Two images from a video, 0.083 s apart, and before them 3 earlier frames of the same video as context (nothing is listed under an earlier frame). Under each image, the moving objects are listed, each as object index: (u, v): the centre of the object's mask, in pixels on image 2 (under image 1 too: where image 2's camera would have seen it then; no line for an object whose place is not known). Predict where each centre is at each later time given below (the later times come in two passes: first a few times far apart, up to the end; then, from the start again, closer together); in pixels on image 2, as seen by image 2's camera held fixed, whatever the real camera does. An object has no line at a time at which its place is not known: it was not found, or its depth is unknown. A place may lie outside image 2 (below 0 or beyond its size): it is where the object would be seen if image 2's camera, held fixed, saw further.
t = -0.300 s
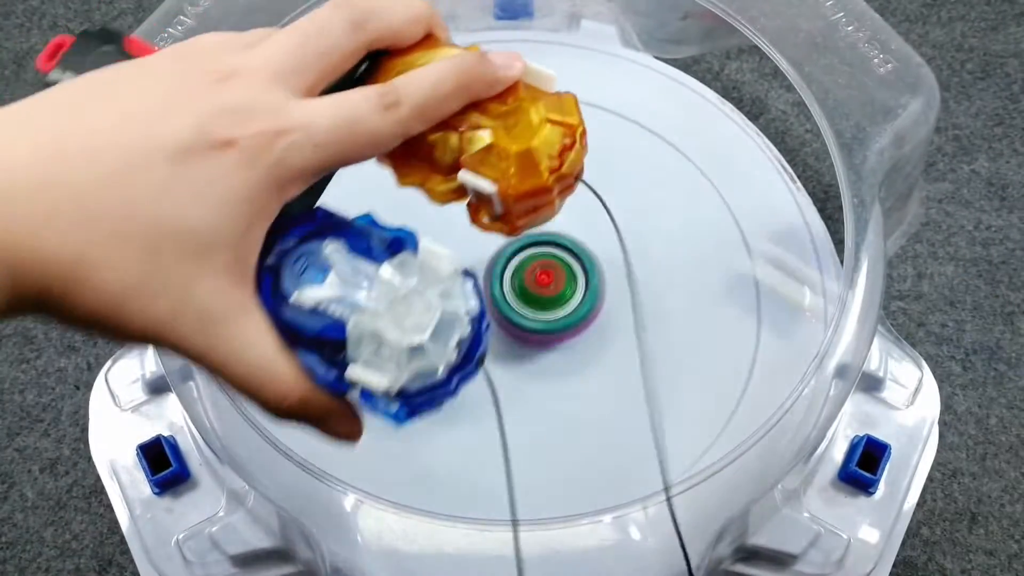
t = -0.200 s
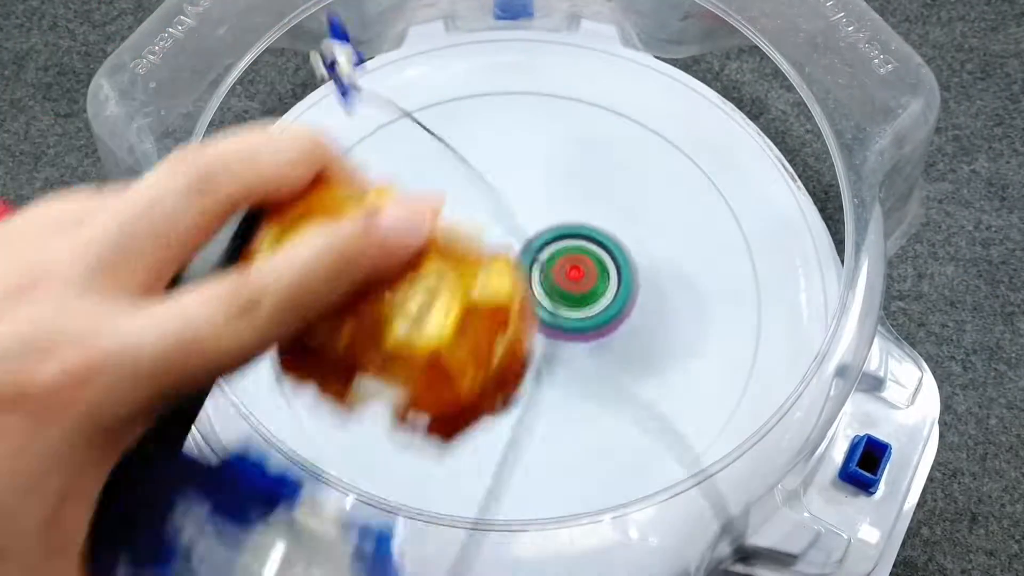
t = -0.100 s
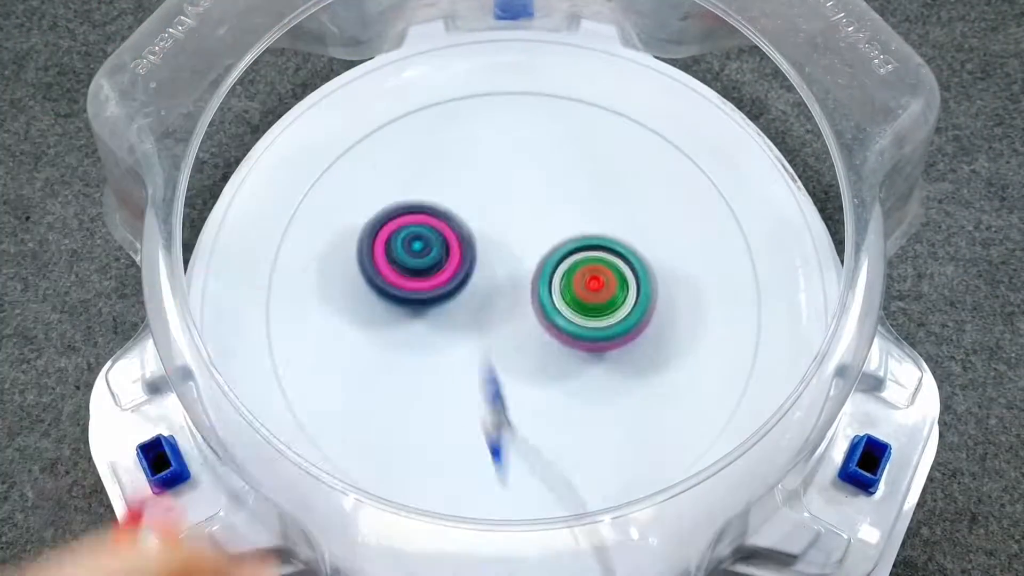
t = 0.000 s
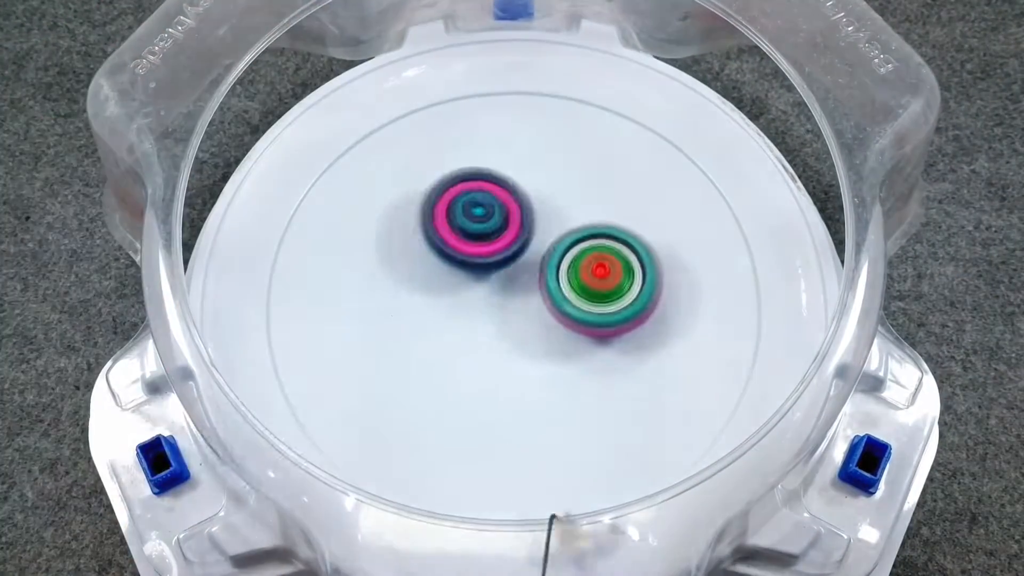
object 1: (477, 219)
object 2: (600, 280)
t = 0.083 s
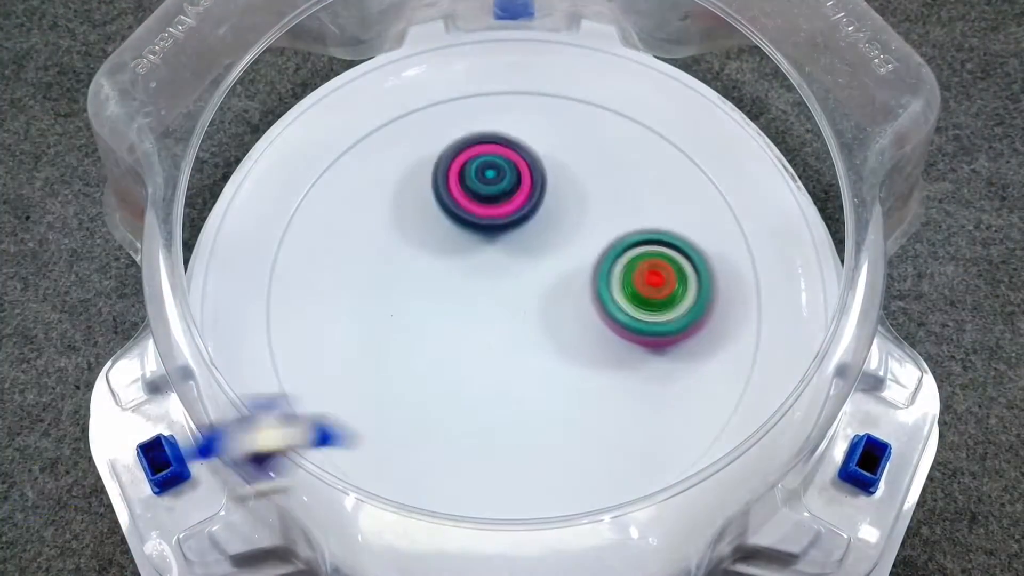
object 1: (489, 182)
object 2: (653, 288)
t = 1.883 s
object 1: (490, 231)
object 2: (513, 397)
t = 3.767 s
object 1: (415, 310)
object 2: (301, 139)
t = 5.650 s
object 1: (489, 253)
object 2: (615, 138)
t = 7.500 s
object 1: (491, 269)
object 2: (642, 369)
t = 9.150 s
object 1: (520, 299)
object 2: (380, 304)
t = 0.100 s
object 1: (489, 174)
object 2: (666, 290)
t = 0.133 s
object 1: (490, 164)
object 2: (687, 291)
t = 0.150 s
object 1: (492, 162)
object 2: (696, 291)
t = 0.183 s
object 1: (500, 161)
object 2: (708, 284)
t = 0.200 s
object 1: (506, 162)
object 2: (712, 279)
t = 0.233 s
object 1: (521, 169)
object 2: (717, 267)
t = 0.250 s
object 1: (530, 175)
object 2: (718, 260)
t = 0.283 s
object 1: (550, 191)
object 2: (717, 243)
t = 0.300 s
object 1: (560, 201)
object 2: (714, 235)
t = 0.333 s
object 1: (581, 227)
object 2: (706, 218)
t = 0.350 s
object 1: (588, 244)
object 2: (703, 208)
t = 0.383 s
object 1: (584, 282)
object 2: (706, 184)
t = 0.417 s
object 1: (574, 324)
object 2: (700, 162)
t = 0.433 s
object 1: (566, 344)
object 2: (692, 154)
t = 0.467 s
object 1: (544, 383)
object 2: (669, 141)
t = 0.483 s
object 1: (530, 401)
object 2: (657, 136)
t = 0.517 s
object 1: (498, 430)
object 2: (632, 127)
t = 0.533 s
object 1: (480, 441)
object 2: (619, 124)
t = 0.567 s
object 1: (443, 455)
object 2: (592, 120)
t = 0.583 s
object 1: (424, 456)
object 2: (579, 119)
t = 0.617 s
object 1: (387, 453)
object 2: (550, 123)
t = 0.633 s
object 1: (372, 448)
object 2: (537, 126)
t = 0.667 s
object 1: (344, 426)
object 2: (509, 138)
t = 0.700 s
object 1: (323, 407)
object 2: (484, 155)
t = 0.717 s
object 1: (314, 391)
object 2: (471, 165)
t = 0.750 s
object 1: (303, 359)
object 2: (451, 189)
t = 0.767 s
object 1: (300, 342)
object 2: (441, 204)
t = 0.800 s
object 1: (301, 306)
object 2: (427, 235)
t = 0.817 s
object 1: (304, 288)
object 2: (422, 253)
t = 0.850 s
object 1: (307, 250)
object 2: (424, 289)
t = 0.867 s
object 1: (308, 233)
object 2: (428, 307)
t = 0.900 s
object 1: (316, 198)
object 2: (440, 344)
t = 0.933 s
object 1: (333, 169)
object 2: (458, 378)
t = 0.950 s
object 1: (345, 156)
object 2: (471, 394)
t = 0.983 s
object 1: (372, 132)
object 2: (501, 421)
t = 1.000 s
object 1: (390, 123)
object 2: (519, 433)
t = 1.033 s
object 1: (428, 109)
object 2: (559, 450)
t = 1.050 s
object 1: (449, 104)
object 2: (579, 453)
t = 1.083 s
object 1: (496, 100)
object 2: (622, 452)
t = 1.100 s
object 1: (520, 101)
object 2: (643, 449)
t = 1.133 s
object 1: (569, 110)
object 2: (690, 448)
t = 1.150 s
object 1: (592, 118)
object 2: (706, 437)
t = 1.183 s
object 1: (639, 140)
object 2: (740, 422)
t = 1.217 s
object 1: (682, 172)
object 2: (758, 401)
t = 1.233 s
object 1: (700, 192)
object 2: (759, 386)
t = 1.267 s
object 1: (733, 239)
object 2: (760, 359)
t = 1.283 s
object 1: (743, 249)
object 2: (761, 368)
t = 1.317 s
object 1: (741, 209)
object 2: (732, 428)
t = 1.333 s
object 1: (735, 193)
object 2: (701, 448)
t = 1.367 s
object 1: (722, 170)
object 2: (643, 482)
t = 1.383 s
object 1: (713, 160)
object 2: (613, 498)
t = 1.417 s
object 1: (690, 148)
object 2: (552, 514)
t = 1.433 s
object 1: (678, 145)
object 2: (526, 517)
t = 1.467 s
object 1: (653, 142)
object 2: (474, 522)
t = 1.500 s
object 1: (627, 147)
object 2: (429, 524)
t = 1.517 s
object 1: (614, 151)
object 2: (409, 524)
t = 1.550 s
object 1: (590, 163)
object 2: (382, 521)
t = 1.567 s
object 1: (580, 171)
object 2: (385, 516)
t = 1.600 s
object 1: (560, 189)
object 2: (391, 496)
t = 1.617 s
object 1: (552, 199)
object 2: (395, 487)
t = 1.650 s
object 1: (538, 220)
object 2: (413, 460)
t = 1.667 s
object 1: (532, 229)
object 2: (418, 454)
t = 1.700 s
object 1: (522, 247)
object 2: (434, 436)
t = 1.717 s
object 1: (518, 255)
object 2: (443, 423)
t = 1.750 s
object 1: (508, 267)
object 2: (462, 401)
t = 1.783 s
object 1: (499, 271)
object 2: (479, 386)
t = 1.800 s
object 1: (497, 265)
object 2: (485, 388)
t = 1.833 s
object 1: (493, 250)
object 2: (498, 391)
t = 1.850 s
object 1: (492, 244)
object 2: (504, 393)
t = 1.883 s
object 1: (490, 231)
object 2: (513, 397)
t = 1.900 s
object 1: (490, 225)
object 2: (518, 400)
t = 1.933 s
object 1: (492, 212)
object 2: (526, 403)
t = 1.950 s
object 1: (494, 207)
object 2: (530, 406)
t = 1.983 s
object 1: (502, 196)
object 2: (537, 409)
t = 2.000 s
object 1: (506, 191)
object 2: (540, 410)
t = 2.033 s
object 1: (518, 184)
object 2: (547, 411)
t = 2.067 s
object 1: (533, 180)
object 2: (552, 411)
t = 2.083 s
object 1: (542, 179)
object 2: (554, 410)
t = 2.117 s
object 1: (559, 180)
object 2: (558, 408)
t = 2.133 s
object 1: (568, 182)
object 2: (560, 407)
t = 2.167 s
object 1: (586, 191)
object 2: (562, 404)
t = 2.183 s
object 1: (594, 198)
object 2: (563, 402)
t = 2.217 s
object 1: (607, 214)
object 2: (565, 397)
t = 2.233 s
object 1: (613, 226)
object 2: (565, 394)
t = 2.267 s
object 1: (620, 249)
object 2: (564, 387)
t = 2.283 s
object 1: (621, 263)
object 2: (563, 383)
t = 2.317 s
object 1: (622, 280)
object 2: (555, 386)
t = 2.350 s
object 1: (621, 291)
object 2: (541, 396)
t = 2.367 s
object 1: (618, 295)
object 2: (537, 399)
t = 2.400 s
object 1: (605, 308)
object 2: (530, 406)
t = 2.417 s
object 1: (599, 311)
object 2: (525, 411)
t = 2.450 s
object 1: (583, 316)
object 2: (517, 422)
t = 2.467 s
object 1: (574, 318)
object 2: (515, 427)
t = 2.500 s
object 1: (552, 317)
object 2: (513, 436)
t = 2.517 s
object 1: (539, 317)
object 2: (513, 439)
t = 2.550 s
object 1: (514, 312)
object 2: (515, 444)
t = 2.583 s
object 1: (487, 304)
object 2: (517, 445)
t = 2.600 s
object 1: (476, 297)
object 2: (518, 445)
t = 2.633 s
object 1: (454, 281)
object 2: (521, 443)
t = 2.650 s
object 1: (445, 273)
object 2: (523, 442)
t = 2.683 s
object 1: (433, 254)
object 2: (527, 439)
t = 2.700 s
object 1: (428, 243)
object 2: (528, 437)
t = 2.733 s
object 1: (424, 224)
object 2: (532, 432)
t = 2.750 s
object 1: (426, 213)
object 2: (533, 429)
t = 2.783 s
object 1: (431, 192)
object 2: (533, 422)
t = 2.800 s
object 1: (436, 182)
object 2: (533, 418)
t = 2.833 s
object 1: (452, 164)
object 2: (532, 410)
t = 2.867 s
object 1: (473, 148)
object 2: (530, 401)
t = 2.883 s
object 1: (485, 142)
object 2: (528, 398)
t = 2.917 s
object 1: (514, 132)
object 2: (523, 389)
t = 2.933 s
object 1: (529, 130)
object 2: (520, 384)
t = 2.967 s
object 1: (561, 133)
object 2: (513, 376)
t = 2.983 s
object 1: (579, 136)
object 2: (508, 372)
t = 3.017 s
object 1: (609, 149)
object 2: (499, 364)
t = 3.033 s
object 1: (622, 160)
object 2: (494, 361)
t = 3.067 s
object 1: (648, 186)
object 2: (482, 354)
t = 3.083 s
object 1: (658, 201)
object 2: (477, 352)
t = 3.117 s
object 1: (671, 238)
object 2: (465, 347)
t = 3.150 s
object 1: (676, 278)
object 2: (454, 342)
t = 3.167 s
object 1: (672, 299)
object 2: (448, 340)
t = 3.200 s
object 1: (660, 340)
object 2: (436, 337)
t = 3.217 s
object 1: (649, 357)
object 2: (430, 336)
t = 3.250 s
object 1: (617, 392)
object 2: (419, 335)
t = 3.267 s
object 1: (599, 407)
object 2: (414, 335)
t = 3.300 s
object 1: (555, 427)
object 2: (403, 335)
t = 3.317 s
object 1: (529, 434)
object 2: (398, 335)
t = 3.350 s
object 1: (478, 439)
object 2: (389, 338)
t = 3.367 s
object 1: (451, 437)
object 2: (385, 338)
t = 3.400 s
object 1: (432, 465)
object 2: (356, 299)
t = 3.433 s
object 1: (423, 471)
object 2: (330, 255)
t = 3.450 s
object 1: (420, 468)
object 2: (319, 235)
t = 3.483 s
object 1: (416, 465)
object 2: (302, 197)
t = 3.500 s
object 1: (415, 466)
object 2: (296, 181)
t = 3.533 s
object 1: (415, 469)
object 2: (290, 155)
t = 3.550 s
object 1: (413, 462)
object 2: (287, 144)
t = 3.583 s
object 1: (412, 446)
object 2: (281, 128)
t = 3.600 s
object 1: (412, 433)
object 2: (278, 121)
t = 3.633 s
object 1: (412, 404)
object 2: (276, 114)
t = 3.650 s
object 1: (412, 391)
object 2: (277, 113)
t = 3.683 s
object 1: (411, 364)
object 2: (282, 117)
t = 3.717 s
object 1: (412, 339)
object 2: (288, 123)
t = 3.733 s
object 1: (412, 329)
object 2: (291, 128)
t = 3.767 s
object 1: (415, 310)
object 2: (301, 139)
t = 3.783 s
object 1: (419, 302)
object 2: (304, 145)
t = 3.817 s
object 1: (428, 288)
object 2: (311, 157)
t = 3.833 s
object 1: (433, 282)
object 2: (314, 163)
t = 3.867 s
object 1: (446, 273)
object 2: (325, 184)
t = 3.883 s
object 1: (453, 268)
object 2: (330, 192)
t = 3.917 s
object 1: (469, 263)
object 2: (344, 212)
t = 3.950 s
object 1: (485, 261)
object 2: (359, 233)
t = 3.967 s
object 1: (494, 261)
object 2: (367, 243)
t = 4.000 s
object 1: (511, 264)
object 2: (383, 261)
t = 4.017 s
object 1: (520, 266)
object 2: (391, 270)
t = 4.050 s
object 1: (535, 271)
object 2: (408, 283)
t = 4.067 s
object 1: (541, 276)
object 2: (416, 289)
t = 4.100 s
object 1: (557, 284)
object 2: (432, 298)
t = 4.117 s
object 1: (565, 290)
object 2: (439, 301)
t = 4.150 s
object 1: (578, 302)
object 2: (451, 304)
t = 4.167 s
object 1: (583, 309)
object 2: (457, 303)
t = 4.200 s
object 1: (592, 323)
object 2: (467, 298)
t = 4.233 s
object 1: (596, 339)
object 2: (474, 289)
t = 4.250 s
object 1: (596, 348)
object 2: (477, 283)
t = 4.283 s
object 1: (594, 365)
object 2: (483, 271)
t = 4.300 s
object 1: (591, 373)
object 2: (486, 264)
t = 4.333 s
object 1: (582, 387)
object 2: (489, 250)
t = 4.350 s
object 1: (576, 393)
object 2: (490, 242)
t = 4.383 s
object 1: (561, 405)
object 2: (490, 227)
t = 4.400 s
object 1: (552, 408)
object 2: (490, 221)
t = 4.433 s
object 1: (532, 412)
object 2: (487, 207)
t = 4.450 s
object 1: (522, 413)
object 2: (485, 201)
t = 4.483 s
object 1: (503, 410)
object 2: (480, 190)
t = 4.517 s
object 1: (485, 404)
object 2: (473, 181)
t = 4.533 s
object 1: (476, 399)
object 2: (470, 177)
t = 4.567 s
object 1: (462, 387)
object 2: (463, 170)
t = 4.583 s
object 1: (456, 380)
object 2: (460, 168)
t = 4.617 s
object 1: (447, 364)
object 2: (455, 164)
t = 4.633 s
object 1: (443, 356)
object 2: (452, 162)
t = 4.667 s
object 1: (440, 339)
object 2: (447, 161)
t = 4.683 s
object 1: (440, 331)
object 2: (445, 160)
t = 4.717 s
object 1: (444, 313)
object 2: (441, 160)
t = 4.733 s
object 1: (447, 304)
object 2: (439, 161)
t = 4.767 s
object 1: (457, 288)
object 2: (436, 162)
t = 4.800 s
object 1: (470, 272)
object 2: (433, 164)
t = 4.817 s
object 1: (479, 266)
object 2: (432, 165)
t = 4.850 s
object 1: (510, 288)
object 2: (419, 139)
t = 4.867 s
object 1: (526, 299)
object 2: (412, 127)
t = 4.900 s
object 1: (554, 318)
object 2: (402, 109)
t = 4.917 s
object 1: (566, 327)
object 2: (398, 104)
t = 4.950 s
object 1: (584, 343)
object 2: (393, 107)
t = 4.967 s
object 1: (591, 352)
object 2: (392, 113)
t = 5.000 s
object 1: (599, 369)
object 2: (392, 128)
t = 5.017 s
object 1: (601, 378)
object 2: (392, 136)
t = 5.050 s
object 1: (601, 396)
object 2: (395, 152)
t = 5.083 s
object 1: (596, 412)
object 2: (399, 167)
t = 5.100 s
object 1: (592, 420)
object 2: (402, 175)
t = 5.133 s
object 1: (578, 433)
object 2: (410, 189)
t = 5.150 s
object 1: (570, 438)
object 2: (414, 195)
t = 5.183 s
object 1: (549, 446)
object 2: (424, 206)
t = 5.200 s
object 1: (538, 448)
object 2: (430, 210)
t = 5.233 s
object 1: (513, 447)
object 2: (443, 217)
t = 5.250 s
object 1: (501, 444)
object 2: (450, 220)
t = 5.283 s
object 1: (478, 434)
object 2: (465, 223)
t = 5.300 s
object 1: (468, 426)
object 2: (472, 224)
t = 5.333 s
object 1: (451, 408)
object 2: (487, 226)
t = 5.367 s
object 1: (439, 386)
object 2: (501, 226)
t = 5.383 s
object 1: (436, 374)
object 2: (508, 225)
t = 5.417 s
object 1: (434, 349)
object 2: (522, 223)
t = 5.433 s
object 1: (435, 337)
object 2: (528, 221)
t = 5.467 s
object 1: (442, 312)
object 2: (540, 216)
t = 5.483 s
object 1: (447, 301)
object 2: (546, 213)
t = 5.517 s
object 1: (462, 278)
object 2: (556, 207)
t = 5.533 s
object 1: (469, 270)
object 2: (562, 202)
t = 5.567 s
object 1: (469, 266)
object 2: (586, 180)
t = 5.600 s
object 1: (473, 262)
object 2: (603, 161)
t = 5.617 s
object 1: (477, 259)
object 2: (609, 153)
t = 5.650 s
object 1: (489, 253)
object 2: (615, 138)
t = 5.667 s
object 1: (495, 251)
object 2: (617, 131)
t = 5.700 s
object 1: (509, 247)
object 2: (619, 119)
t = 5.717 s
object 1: (517, 246)
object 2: (619, 113)
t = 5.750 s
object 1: (533, 245)
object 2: (617, 104)
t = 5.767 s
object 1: (541, 245)
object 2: (614, 102)
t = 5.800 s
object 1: (556, 248)
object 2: (603, 103)
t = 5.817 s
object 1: (564, 251)
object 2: (598, 104)
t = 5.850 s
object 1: (578, 256)
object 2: (588, 108)
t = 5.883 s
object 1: (592, 265)
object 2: (579, 114)
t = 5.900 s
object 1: (598, 270)
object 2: (576, 117)
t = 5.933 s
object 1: (607, 281)
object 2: (570, 124)
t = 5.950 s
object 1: (611, 288)
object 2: (567, 128)
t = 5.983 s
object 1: (616, 302)
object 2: (563, 136)
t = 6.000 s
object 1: (617, 309)
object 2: (562, 140)
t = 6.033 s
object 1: (618, 323)
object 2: (561, 149)
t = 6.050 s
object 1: (616, 330)
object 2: (562, 153)
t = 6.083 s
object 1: (610, 343)
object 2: (564, 163)
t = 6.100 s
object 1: (606, 349)
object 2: (565, 168)
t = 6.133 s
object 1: (596, 360)
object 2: (569, 178)
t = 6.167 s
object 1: (583, 369)
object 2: (573, 189)
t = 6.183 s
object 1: (576, 373)
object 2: (576, 195)
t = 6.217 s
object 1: (560, 377)
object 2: (582, 205)
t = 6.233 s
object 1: (552, 379)
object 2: (586, 209)
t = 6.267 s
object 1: (537, 379)
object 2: (593, 218)
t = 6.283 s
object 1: (529, 378)
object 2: (597, 222)
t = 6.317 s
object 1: (514, 373)
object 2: (604, 230)
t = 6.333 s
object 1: (506, 370)
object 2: (608, 234)
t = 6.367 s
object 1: (493, 361)
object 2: (615, 242)
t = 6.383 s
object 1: (487, 356)
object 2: (619, 245)
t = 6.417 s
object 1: (476, 344)
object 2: (627, 251)
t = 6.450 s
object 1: (468, 330)
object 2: (635, 256)
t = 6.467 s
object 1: (465, 323)
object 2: (639, 258)
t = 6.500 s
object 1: (462, 309)
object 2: (647, 262)
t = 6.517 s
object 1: (461, 301)
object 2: (650, 264)
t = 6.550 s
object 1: (462, 286)
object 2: (658, 267)
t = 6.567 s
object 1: (464, 279)
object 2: (661, 269)
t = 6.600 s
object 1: (470, 265)
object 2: (667, 271)
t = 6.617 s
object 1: (474, 258)
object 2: (670, 273)
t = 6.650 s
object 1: (484, 246)
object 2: (675, 275)
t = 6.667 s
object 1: (489, 240)
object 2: (677, 276)
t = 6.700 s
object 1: (501, 230)
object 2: (681, 278)
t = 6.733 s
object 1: (514, 222)
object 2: (685, 280)
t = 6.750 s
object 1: (522, 219)
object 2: (686, 281)
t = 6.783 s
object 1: (536, 215)
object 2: (688, 282)
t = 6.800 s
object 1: (544, 214)
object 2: (688, 283)
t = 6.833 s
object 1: (559, 214)
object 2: (688, 284)
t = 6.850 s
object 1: (567, 216)
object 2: (687, 285)
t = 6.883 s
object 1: (582, 220)
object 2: (684, 288)
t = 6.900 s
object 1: (588, 222)
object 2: (685, 291)
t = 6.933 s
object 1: (592, 222)
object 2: (690, 299)
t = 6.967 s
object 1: (598, 227)
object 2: (694, 304)
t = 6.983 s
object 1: (601, 230)
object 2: (695, 306)
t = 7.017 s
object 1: (601, 234)
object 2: (700, 313)
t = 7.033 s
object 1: (601, 237)
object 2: (703, 316)
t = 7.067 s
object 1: (598, 245)
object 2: (707, 320)
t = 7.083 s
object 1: (595, 249)
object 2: (707, 322)
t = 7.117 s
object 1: (590, 258)
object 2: (708, 325)
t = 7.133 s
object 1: (587, 263)
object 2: (708, 327)
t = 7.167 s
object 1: (580, 270)
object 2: (706, 330)
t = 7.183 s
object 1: (576, 274)
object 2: (704, 332)
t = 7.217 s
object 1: (567, 280)
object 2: (701, 336)
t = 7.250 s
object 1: (558, 284)
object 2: (696, 340)
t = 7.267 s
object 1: (553, 285)
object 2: (694, 341)
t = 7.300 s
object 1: (543, 287)
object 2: (688, 345)
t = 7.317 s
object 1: (538, 287)
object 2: (684, 346)
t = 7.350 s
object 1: (528, 286)
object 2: (676, 350)
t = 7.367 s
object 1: (523, 285)
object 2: (672, 352)
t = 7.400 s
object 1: (513, 282)
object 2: (664, 355)
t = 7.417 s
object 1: (509, 280)
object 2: (660, 357)
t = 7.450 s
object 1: (501, 277)
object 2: (652, 362)
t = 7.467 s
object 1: (497, 274)
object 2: (649, 364)
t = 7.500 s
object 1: (491, 269)
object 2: (642, 369)
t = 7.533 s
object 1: (485, 263)
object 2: (634, 373)
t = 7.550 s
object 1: (483, 260)
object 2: (630, 375)
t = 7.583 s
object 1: (480, 254)
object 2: (622, 379)
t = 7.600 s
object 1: (479, 251)
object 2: (617, 381)
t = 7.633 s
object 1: (478, 245)
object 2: (609, 384)
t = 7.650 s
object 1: (478, 242)
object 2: (605, 386)
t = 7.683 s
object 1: (480, 236)
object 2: (597, 389)
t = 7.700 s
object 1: (481, 234)
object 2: (592, 391)
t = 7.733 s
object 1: (485, 229)
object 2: (582, 394)
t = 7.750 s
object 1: (487, 228)
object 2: (577, 396)
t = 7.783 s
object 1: (492, 225)
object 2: (569, 400)
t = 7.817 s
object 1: (498, 223)
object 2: (561, 404)
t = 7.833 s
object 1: (501, 223)
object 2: (557, 406)
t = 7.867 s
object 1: (508, 224)
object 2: (550, 408)
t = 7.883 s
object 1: (511, 225)
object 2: (546, 410)
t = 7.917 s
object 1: (516, 228)
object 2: (539, 412)
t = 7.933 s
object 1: (518, 230)
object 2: (536, 413)
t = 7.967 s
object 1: (522, 234)
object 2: (530, 414)
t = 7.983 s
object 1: (524, 236)
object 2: (526, 415)
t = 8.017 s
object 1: (526, 242)
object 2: (519, 417)
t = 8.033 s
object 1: (527, 244)
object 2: (516, 418)
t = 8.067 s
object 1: (527, 251)
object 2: (509, 419)
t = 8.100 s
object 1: (526, 258)
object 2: (503, 421)
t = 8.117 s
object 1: (526, 261)
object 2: (500, 420)
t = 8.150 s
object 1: (523, 268)
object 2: (494, 420)
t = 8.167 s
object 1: (522, 270)
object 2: (491, 419)
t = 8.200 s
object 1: (517, 276)
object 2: (486, 417)
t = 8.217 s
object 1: (515, 279)
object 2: (483, 417)
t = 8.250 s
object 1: (510, 284)
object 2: (477, 414)
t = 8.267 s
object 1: (508, 287)
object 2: (475, 413)
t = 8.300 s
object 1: (502, 291)
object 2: (469, 410)
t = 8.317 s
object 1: (499, 293)
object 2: (466, 409)
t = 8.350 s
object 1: (493, 294)
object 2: (460, 409)
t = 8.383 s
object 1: (490, 287)
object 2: (453, 413)
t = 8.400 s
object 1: (488, 284)
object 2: (451, 414)
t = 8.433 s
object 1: (486, 280)
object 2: (448, 415)
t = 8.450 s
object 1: (485, 278)
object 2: (447, 414)
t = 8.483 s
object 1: (483, 275)
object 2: (444, 411)
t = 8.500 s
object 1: (482, 274)
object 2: (442, 409)
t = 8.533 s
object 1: (483, 272)
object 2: (438, 405)
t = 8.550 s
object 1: (484, 271)
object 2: (437, 403)
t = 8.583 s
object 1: (485, 269)
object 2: (433, 399)
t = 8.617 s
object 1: (487, 269)
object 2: (430, 393)
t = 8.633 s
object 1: (487, 269)
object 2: (428, 390)
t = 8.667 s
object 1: (489, 268)
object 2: (425, 384)
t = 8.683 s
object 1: (490, 268)
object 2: (423, 381)
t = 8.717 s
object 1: (493, 268)
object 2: (420, 374)
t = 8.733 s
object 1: (494, 269)
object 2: (417, 370)
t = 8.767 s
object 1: (496, 270)
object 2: (413, 364)
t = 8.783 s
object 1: (497, 271)
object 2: (411, 361)
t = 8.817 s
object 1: (499, 273)
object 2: (407, 354)
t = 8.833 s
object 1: (500, 274)
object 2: (404, 351)
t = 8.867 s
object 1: (503, 276)
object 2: (400, 345)
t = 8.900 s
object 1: (507, 277)
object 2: (395, 340)
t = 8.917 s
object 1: (508, 278)
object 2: (393, 338)
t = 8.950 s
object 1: (511, 280)
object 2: (389, 333)
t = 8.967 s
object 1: (512, 282)
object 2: (388, 331)
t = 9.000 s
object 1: (515, 285)
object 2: (385, 326)
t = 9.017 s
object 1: (516, 286)
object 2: (384, 324)
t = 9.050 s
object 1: (518, 289)
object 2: (382, 319)
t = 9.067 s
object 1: (519, 291)
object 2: (381, 317)
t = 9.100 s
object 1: (520, 294)
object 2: (381, 312)
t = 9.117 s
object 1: (520, 296)
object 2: (380, 310)
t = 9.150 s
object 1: (520, 299)
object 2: (380, 304)
